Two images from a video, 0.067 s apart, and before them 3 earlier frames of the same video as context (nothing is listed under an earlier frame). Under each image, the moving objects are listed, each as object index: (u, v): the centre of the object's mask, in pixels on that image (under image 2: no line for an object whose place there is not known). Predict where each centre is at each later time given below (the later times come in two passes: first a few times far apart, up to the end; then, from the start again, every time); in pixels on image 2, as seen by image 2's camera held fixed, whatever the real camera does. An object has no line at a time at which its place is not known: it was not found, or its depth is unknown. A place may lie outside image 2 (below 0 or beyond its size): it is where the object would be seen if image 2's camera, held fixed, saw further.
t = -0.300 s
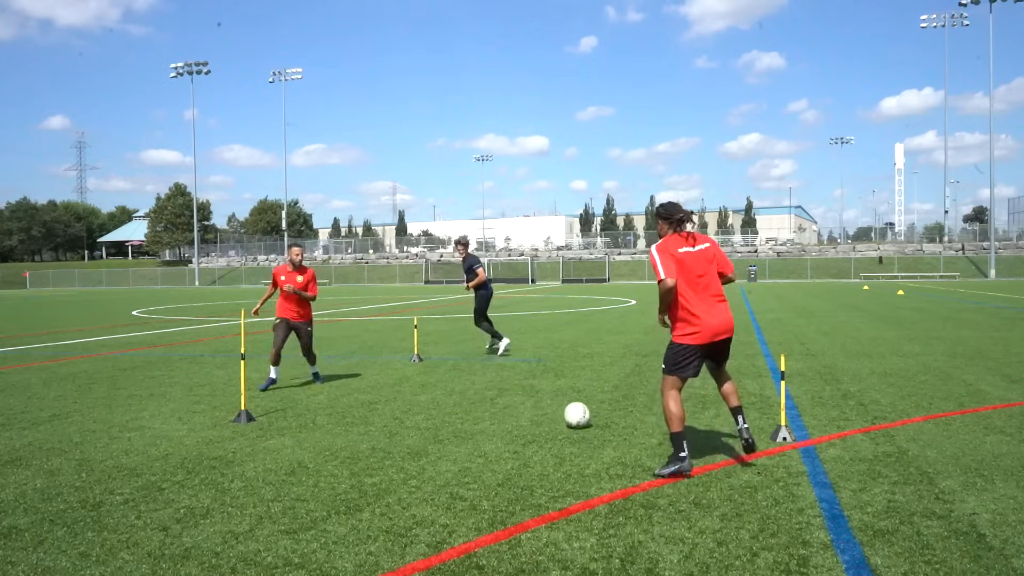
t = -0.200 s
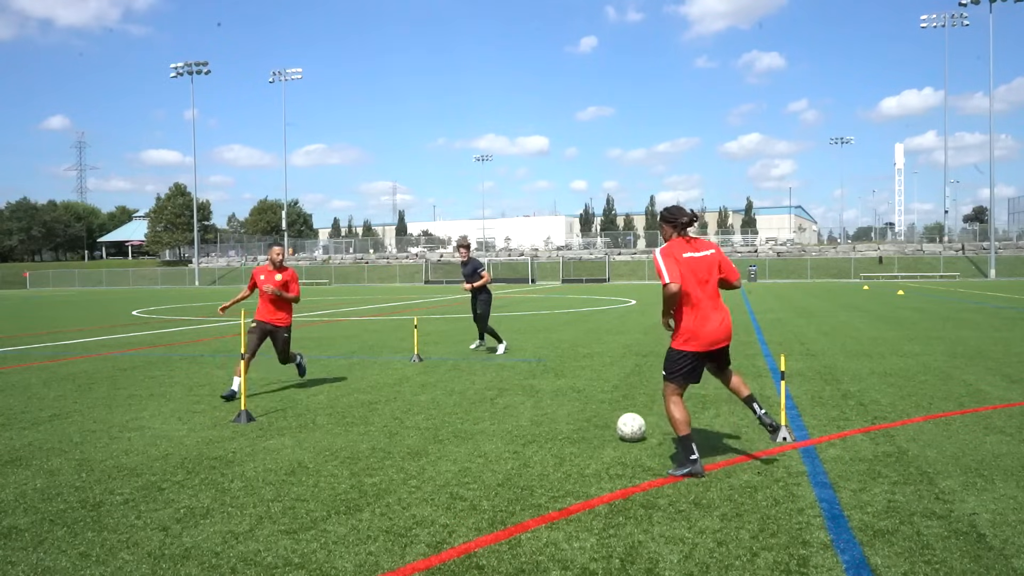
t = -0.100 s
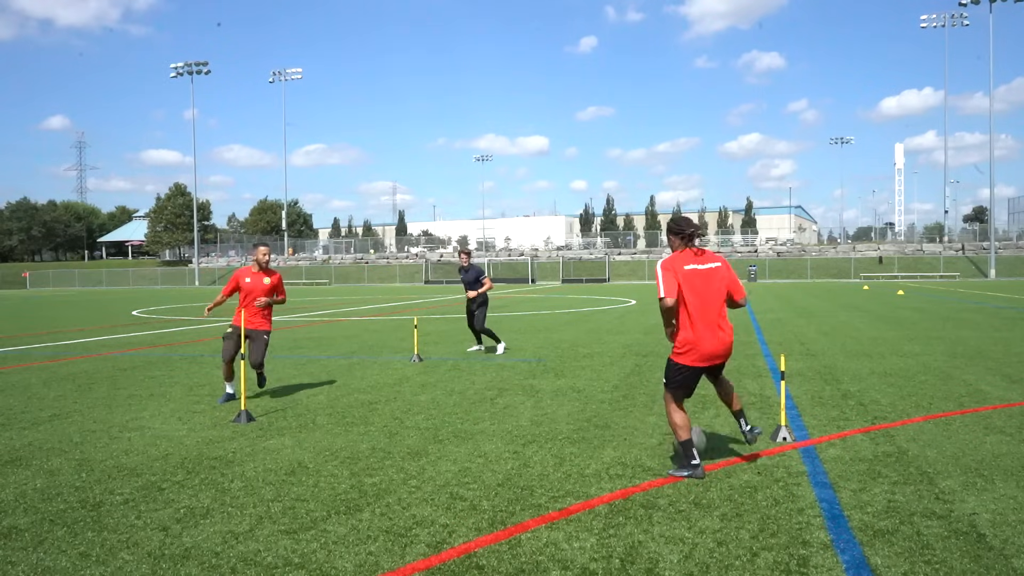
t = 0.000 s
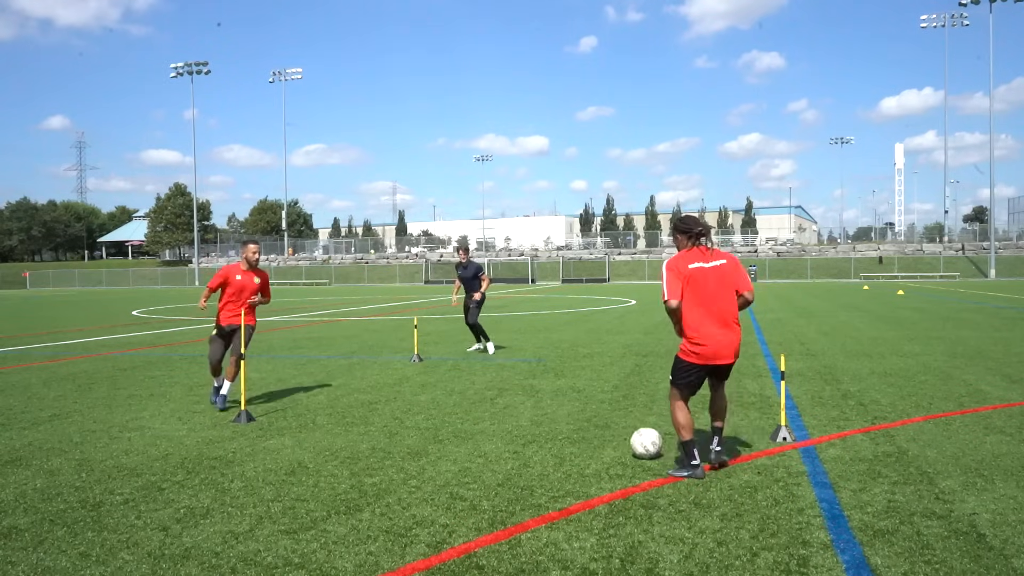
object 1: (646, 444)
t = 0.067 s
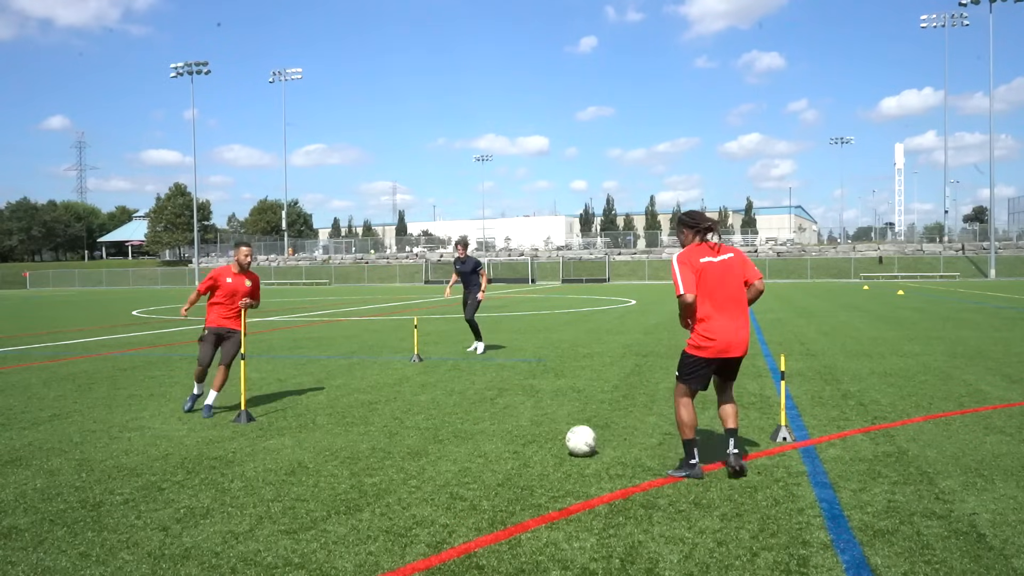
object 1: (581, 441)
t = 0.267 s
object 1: (419, 437)
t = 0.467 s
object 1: (299, 434)
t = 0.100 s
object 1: (550, 441)
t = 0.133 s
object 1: (522, 440)
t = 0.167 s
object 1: (495, 438)
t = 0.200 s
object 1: (468, 438)
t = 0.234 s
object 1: (442, 438)
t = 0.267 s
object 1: (419, 437)
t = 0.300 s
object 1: (395, 437)
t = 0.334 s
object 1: (373, 436)
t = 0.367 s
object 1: (354, 434)
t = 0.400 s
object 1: (335, 435)
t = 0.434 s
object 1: (316, 435)
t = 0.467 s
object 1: (299, 434)
